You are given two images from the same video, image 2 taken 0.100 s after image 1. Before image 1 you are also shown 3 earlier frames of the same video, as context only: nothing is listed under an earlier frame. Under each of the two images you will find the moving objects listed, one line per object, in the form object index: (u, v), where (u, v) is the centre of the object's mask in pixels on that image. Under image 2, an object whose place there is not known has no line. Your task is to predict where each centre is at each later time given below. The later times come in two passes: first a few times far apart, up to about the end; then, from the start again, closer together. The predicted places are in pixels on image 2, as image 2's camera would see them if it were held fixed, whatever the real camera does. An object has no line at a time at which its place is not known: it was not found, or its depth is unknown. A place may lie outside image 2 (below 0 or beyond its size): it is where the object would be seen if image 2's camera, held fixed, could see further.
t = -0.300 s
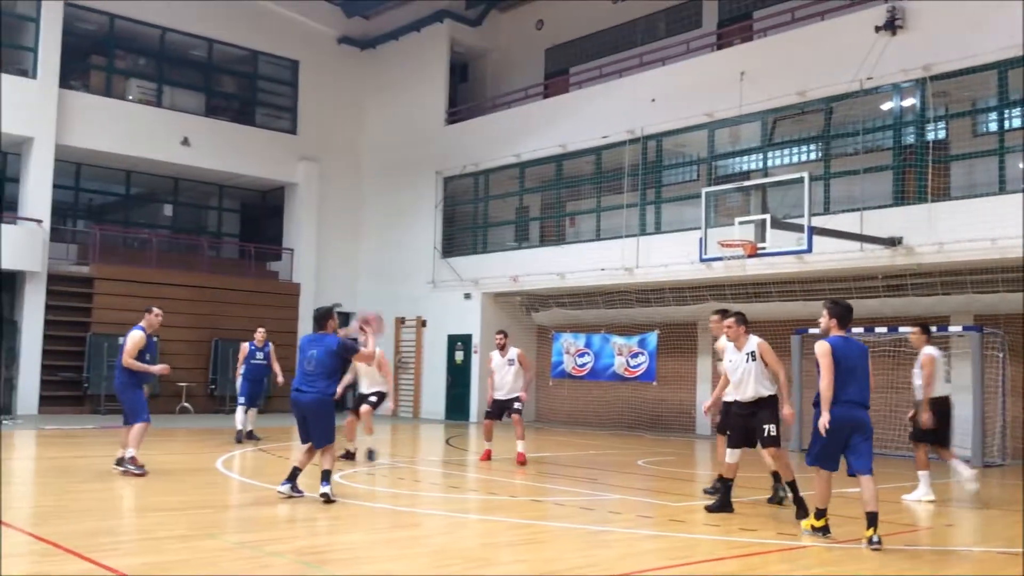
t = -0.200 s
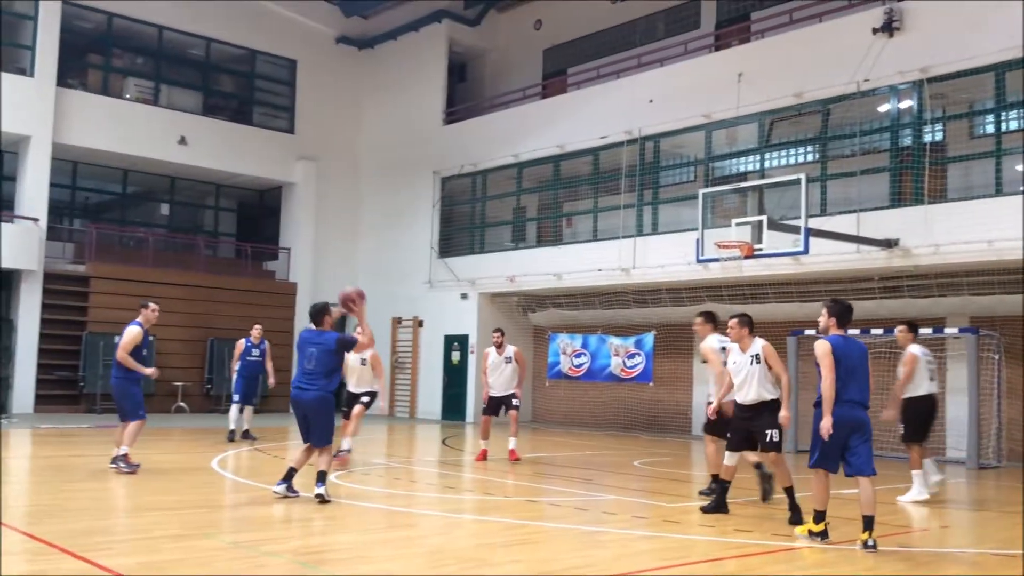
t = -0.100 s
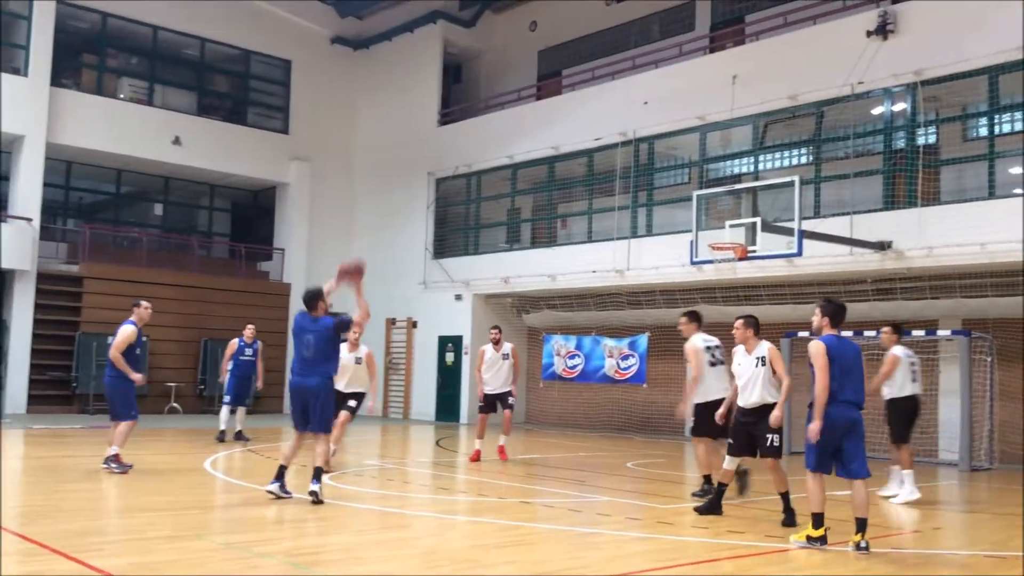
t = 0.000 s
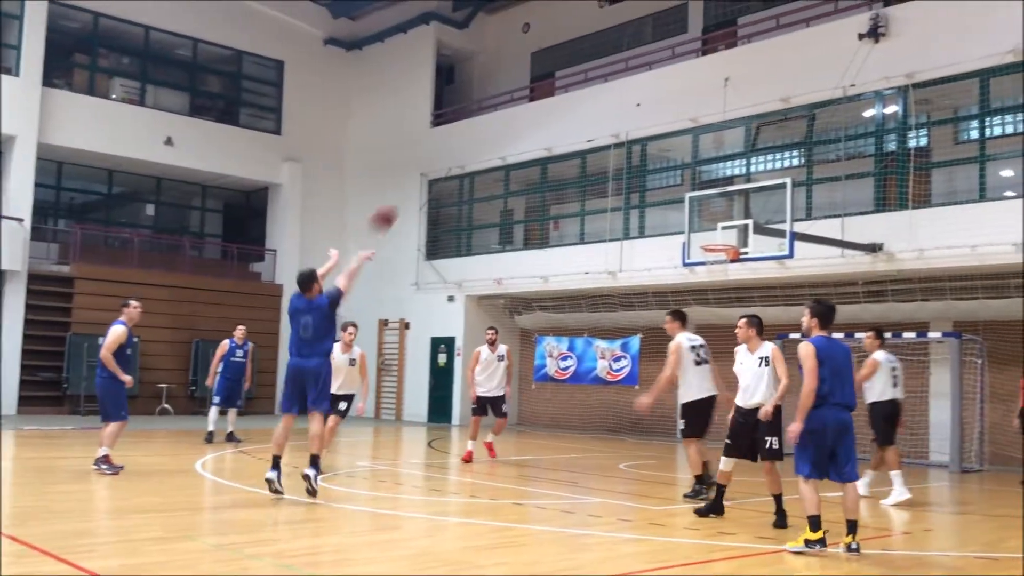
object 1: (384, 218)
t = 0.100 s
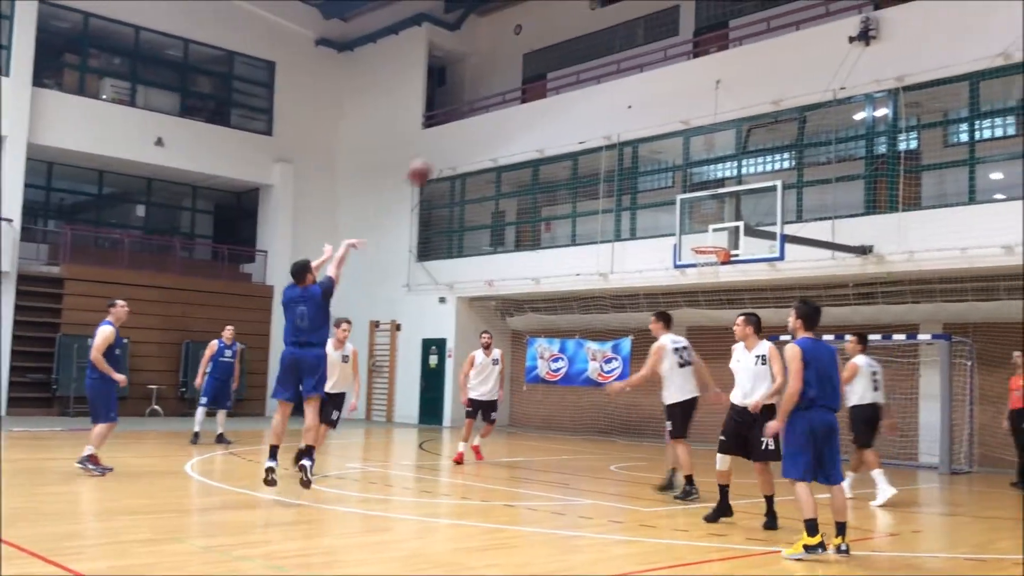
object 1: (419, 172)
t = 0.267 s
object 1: (484, 124)
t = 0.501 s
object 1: (558, 103)
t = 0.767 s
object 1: (629, 131)
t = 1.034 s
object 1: (688, 205)
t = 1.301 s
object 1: (720, 281)
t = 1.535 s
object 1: (722, 346)
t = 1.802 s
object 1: (724, 460)
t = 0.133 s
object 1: (434, 160)
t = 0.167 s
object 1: (447, 150)
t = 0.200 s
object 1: (459, 140)
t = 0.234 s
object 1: (472, 132)
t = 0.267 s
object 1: (484, 124)
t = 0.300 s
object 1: (495, 118)
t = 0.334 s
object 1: (507, 113)
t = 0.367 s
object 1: (518, 109)
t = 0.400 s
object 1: (528, 106)
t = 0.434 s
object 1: (538, 104)
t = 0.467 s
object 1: (549, 103)
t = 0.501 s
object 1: (558, 103)
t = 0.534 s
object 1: (569, 104)
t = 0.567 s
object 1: (578, 106)
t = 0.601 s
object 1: (587, 108)
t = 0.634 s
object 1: (596, 111)
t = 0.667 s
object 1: (605, 115)
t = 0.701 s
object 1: (613, 120)
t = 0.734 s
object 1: (621, 125)
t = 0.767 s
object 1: (629, 131)
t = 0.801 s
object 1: (638, 138)
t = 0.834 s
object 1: (645, 146)
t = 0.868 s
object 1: (654, 156)
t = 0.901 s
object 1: (660, 161)
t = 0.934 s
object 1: (669, 173)
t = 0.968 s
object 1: (674, 182)
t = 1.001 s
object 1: (681, 193)
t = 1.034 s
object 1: (688, 205)
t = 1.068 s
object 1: (694, 216)
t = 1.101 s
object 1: (701, 229)
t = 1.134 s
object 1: (707, 241)
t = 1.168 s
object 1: (715, 257)
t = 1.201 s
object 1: (719, 263)
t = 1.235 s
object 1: (719, 269)
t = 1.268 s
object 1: (719, 275)
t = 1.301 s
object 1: (720, 281)
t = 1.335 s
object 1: (720, 288)
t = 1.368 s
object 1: (720, 296)
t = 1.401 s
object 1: (720, 304)
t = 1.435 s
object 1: (722, 311)
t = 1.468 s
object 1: (721, 323)
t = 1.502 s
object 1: (722, 335)
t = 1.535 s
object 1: (722, 346)
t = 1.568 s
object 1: (722, 357)
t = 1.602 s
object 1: (723, 371)
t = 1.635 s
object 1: (723, 385)
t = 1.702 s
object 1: (723, 413)
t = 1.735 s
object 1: (723, 430)
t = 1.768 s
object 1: (724, 446)
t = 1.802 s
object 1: (724, 460)
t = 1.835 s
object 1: (723, 451)
